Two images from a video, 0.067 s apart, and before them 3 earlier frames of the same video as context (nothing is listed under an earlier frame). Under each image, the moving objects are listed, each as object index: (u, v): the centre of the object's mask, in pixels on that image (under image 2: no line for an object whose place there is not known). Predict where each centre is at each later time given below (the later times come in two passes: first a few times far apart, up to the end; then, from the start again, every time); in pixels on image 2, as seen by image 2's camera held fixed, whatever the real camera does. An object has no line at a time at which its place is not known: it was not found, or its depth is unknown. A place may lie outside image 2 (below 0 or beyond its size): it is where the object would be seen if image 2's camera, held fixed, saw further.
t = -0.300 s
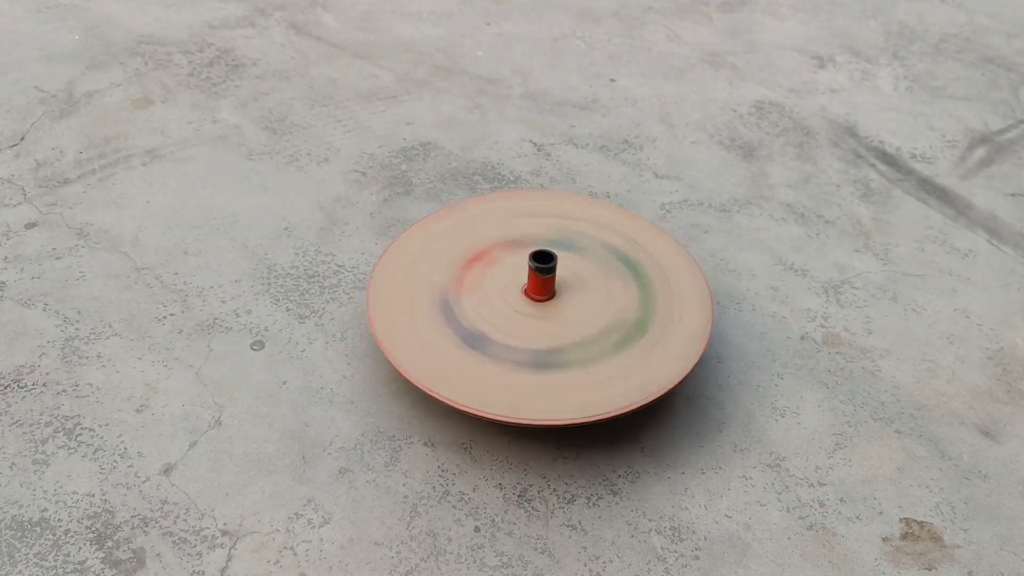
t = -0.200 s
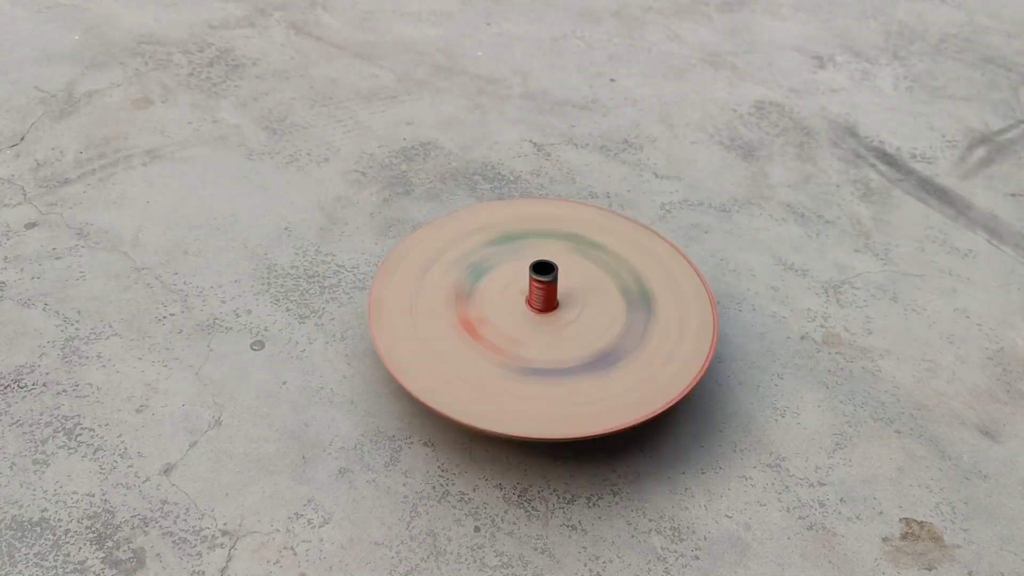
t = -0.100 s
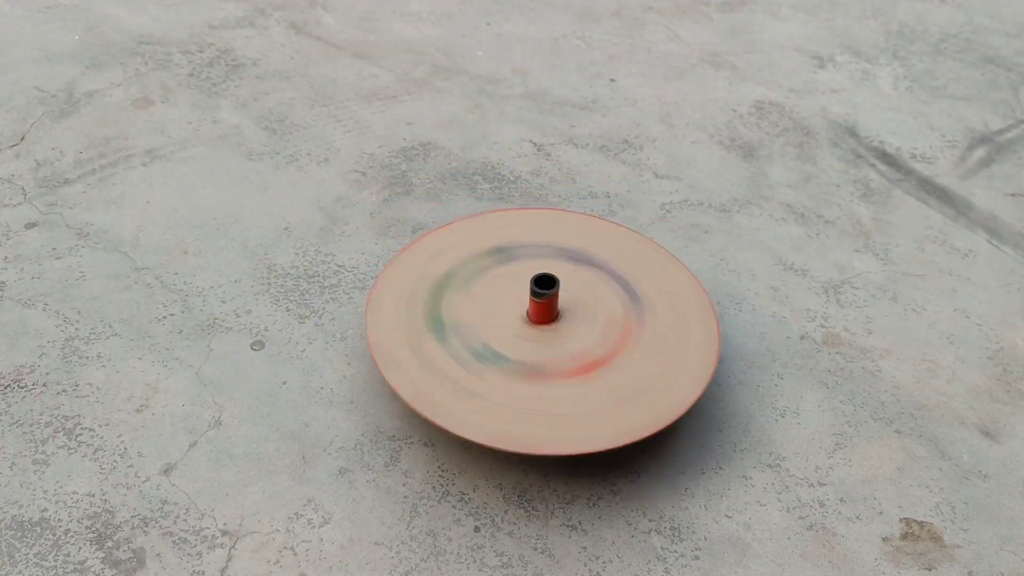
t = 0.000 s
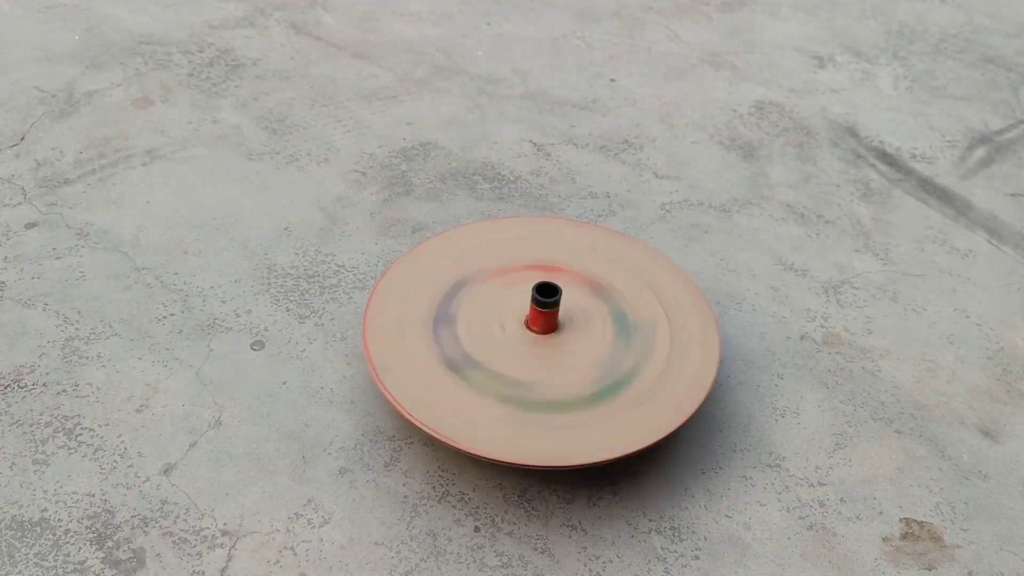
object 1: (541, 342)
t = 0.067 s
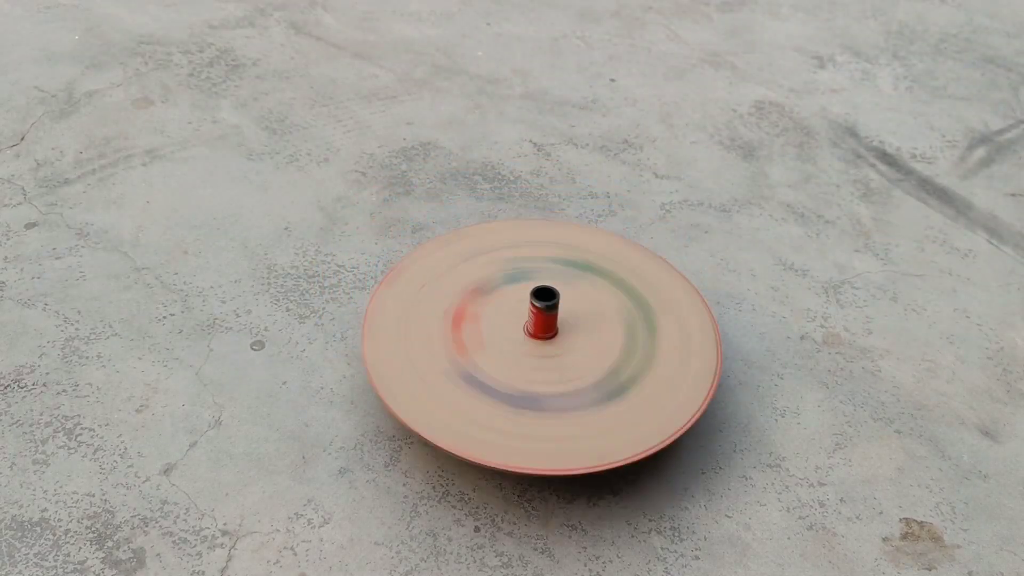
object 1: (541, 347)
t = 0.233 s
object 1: (538, 360)
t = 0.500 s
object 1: (523, 382)
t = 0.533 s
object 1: (520, 383)
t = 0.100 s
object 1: (540, 351)
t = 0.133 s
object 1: (539, 354)
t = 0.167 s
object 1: (538, 356)
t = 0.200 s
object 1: (537, 357)
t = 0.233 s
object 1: (538, 360)
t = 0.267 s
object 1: (538, 364)
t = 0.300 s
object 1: (535, 367)
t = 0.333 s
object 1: (534, 371)
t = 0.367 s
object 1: (532, 373)
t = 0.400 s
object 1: (530, 375)
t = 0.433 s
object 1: (528, 377)
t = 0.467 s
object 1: (525, 380)
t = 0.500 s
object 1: (523, 382)
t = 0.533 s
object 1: (520, 383)
